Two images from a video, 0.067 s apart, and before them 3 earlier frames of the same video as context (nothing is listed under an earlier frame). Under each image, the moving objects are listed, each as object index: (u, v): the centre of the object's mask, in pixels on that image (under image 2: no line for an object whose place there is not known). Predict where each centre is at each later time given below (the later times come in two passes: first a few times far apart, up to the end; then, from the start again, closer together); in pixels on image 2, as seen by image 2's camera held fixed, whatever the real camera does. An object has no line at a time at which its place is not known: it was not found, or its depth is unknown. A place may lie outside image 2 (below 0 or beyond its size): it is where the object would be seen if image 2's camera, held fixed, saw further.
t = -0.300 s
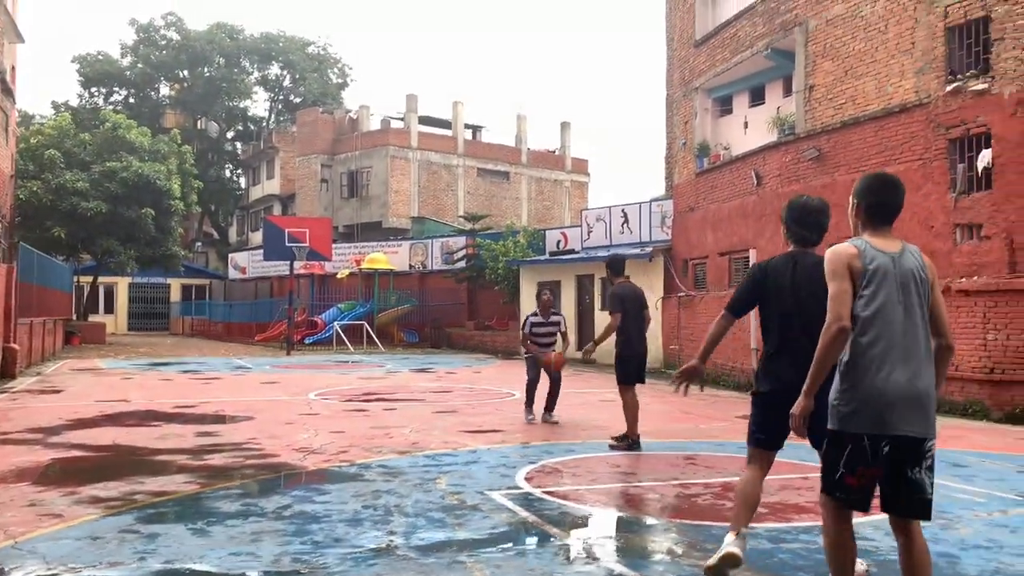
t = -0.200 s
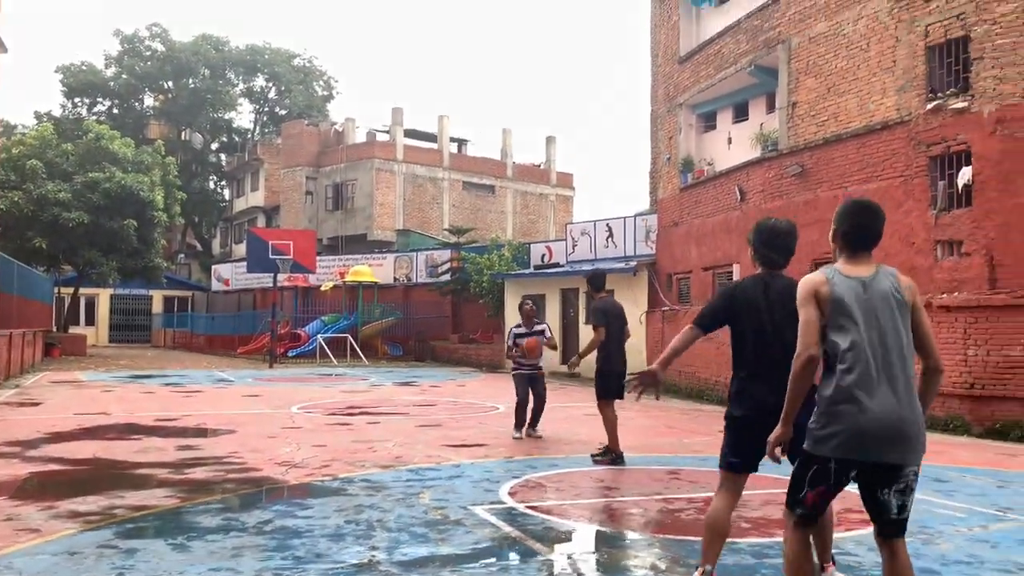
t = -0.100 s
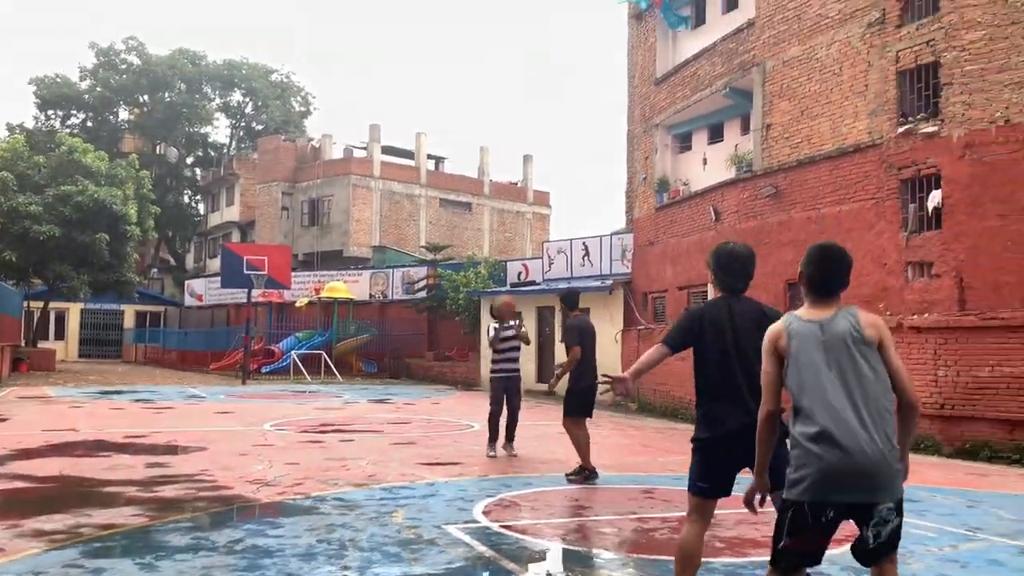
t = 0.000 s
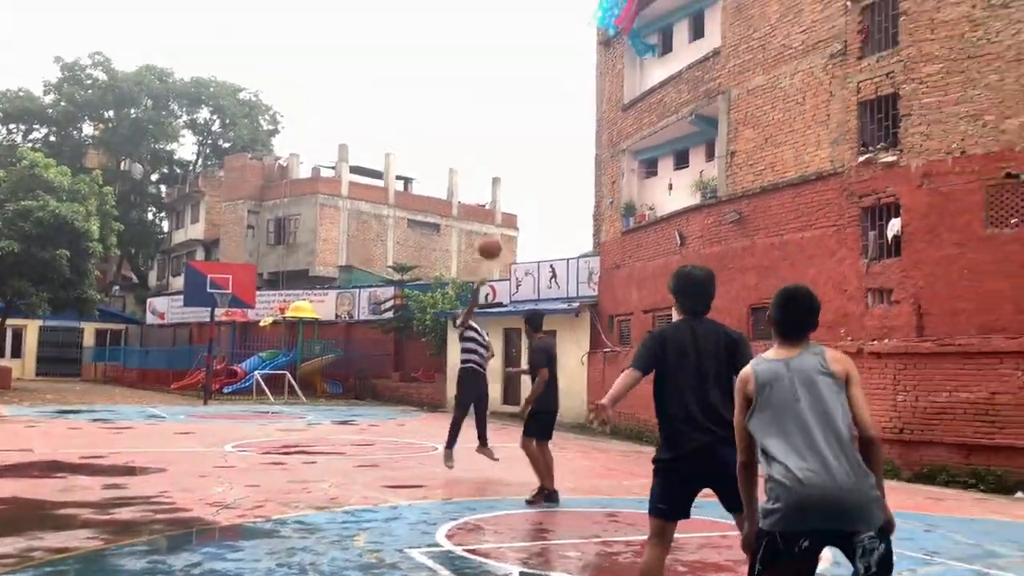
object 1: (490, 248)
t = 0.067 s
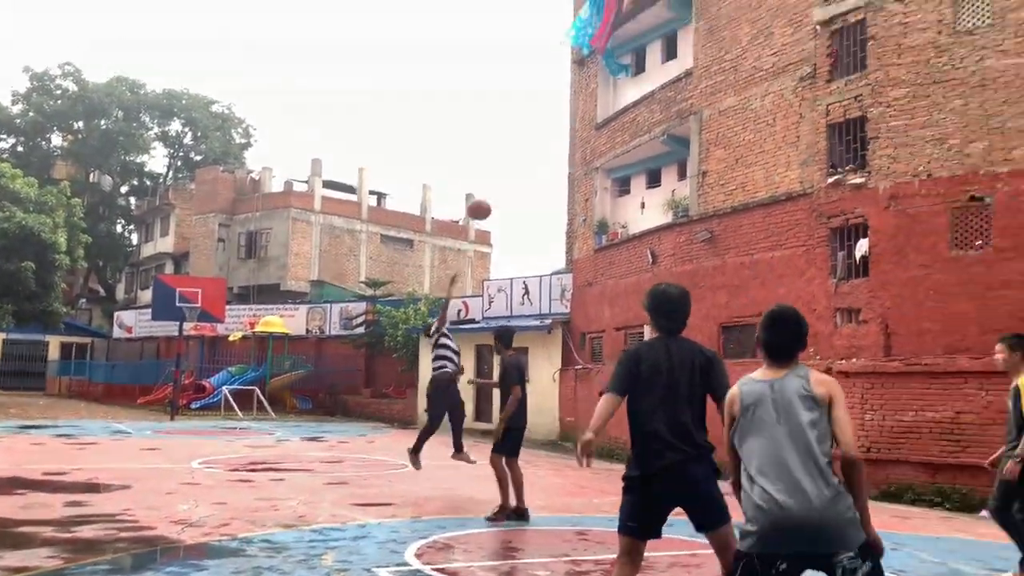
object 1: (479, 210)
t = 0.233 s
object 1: (526, 76)
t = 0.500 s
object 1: (614, -122)
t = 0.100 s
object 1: (488, 182)
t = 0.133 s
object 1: (497, 155)
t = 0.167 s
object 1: (507, 128)
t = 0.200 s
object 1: (516, 102)
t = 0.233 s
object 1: (526, 76)
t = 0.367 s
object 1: (568, -25)
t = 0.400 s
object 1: (578, -50)
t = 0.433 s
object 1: (589, -74)
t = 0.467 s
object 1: (602, -99)
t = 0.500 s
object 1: (614, -122)
